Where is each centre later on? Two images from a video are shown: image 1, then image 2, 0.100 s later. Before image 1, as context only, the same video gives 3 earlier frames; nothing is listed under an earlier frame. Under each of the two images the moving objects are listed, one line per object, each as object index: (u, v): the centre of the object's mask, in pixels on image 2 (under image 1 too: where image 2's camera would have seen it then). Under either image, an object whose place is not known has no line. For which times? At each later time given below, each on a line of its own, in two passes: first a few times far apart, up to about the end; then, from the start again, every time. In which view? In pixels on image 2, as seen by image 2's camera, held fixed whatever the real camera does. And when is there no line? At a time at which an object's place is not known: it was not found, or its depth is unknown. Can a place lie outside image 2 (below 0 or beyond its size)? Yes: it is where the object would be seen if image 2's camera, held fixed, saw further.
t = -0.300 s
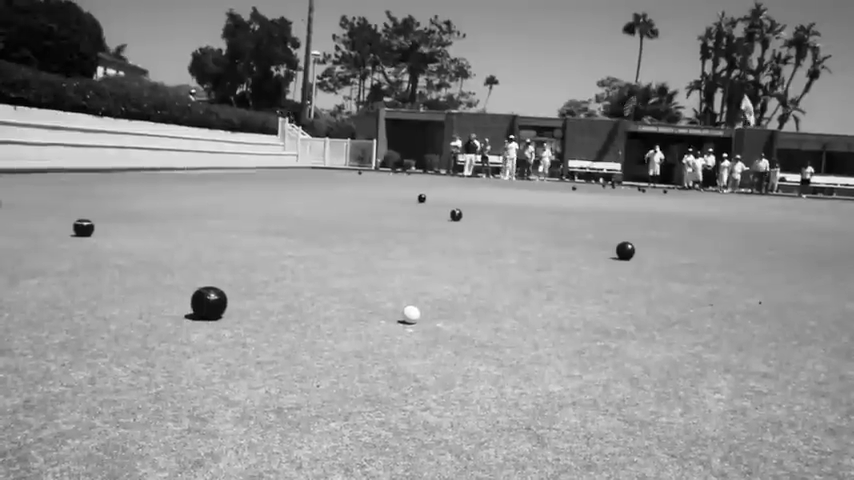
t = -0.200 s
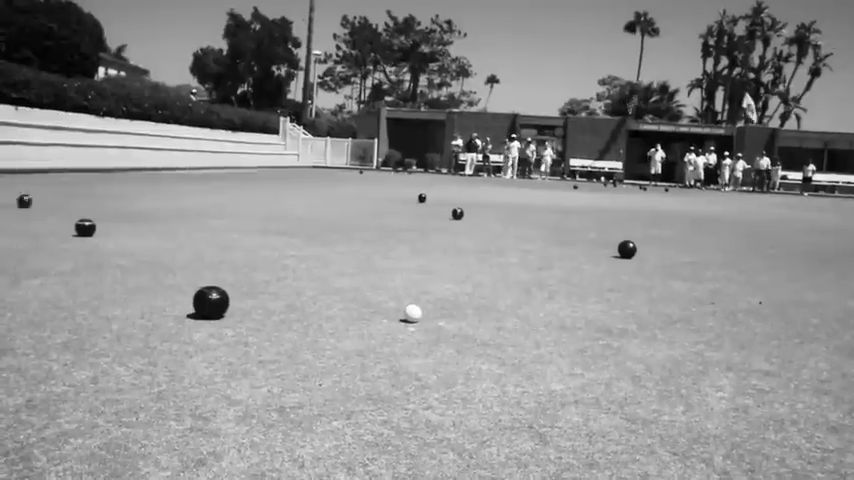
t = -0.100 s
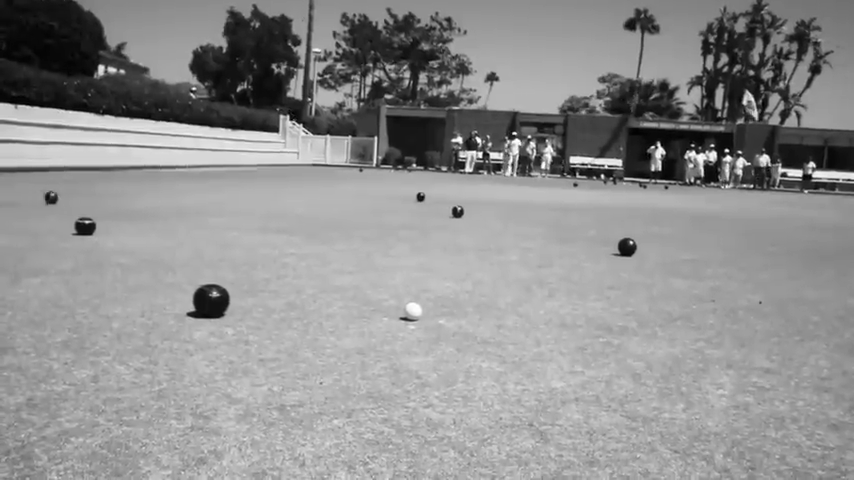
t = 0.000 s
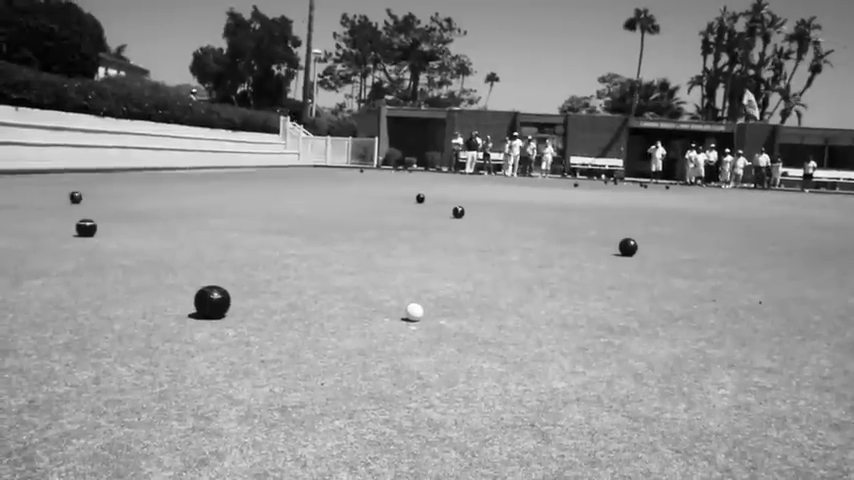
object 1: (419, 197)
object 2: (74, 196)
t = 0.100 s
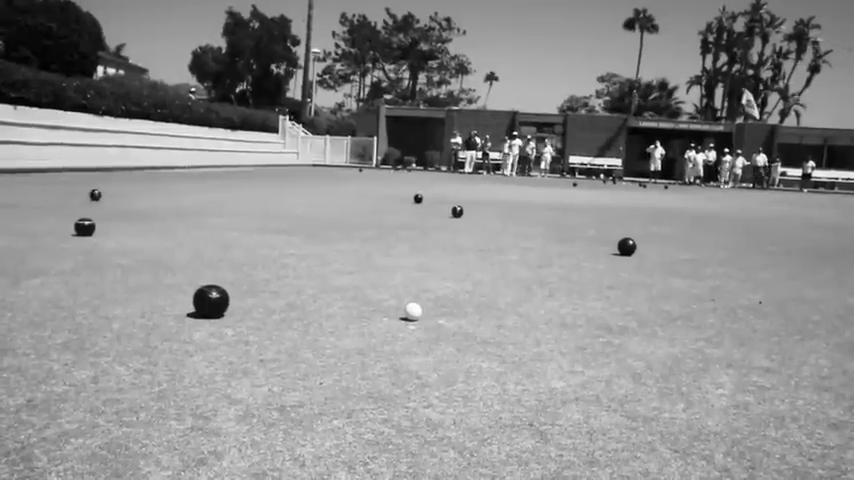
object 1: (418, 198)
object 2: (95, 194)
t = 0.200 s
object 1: (417, 200)
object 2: (114, 193)
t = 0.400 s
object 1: (415, 202)
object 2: (147, 190)
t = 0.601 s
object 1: (413, 204)
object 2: (174, 188)
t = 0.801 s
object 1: (412, 206)
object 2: (198, 186)
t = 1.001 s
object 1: (411, 209)
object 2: (219, 184)
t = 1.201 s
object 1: (410, 212)
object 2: (237, 183)
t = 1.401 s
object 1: (410, 215)
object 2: (253, 182)
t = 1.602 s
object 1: (410, 218)
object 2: (267, 180)
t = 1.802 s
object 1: (410, 222)
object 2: (280, 179)
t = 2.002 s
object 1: (411, 226)
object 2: (291, 179)
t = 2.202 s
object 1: (413, 230)
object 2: (302, 178)
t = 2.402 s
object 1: (415, 235)
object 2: (312, 178)
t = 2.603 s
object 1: (418, 240)
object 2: (321, 177)
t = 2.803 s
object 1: (423, 245)
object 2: (329, 177)
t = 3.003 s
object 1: (428, 251)
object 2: (336, 176)
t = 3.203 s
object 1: (434, 258)
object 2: (343, 176)
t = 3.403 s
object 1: (441, 264)
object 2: (350, 176)
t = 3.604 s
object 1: (449, 271)
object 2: (356, 175)
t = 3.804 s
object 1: (459, 279)
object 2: (362, 175)
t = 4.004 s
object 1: (470, 286)
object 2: (368, 175)
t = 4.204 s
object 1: (484, 295)
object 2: (373, 175)
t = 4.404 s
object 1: (498, 304)
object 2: (378, 174)
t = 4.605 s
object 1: (513, 312)
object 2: (382, 174)
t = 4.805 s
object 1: (530, 322)
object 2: (386, 174)
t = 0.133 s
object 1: (417, 199)
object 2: (101, 194)
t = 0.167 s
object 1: (417, 199)
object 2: (107, 193)
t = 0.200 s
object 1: (417, 200)
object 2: (114, 193)
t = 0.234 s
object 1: (416, 200)
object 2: (120, 193)
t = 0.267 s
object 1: (416, 200)
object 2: (126, 192)
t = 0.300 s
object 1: (416, 200)
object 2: (131, 191)
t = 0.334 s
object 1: (415, 201)
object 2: (137, 191)
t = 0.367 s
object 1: (415, 201)
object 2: (142, 191)
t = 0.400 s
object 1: (415, 202)
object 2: (147, 190)
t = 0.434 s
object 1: (415, 202)
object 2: (152, 190)
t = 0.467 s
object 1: (415, 202)
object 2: (157, 189)
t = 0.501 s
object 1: (414, 202)
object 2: (161, 189)
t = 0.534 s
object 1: (414, 203)
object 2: (166, 189)
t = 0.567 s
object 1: (414, 203)
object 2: (170, 188)
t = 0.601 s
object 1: (413, 204)
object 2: (174, 188)
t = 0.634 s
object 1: (413, 204)
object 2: (179, 188)
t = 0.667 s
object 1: (413, 205)
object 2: (183, 188)
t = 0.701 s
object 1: (413, 205)
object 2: (187, 187)
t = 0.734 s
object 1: (412, 205)
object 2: (191, 186)
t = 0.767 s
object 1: (412, 206)
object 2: (195, 186)
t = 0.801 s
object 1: (412, 206)
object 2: (198, 186)
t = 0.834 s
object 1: (411, 206)
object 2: (202, 186)
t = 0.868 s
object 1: (411, 207)
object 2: (205, 186)
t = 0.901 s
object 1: (411, 208)
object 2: (209, 185)
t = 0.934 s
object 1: (411, 208)
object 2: (212, 184)
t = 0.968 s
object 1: (411, 208)
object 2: (216, 184)
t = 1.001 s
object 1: (411, 209)
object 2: (219, 184)
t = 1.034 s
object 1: (410, 209)
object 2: (222, 184)
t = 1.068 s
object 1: (410, 210)
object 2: (225, 184)
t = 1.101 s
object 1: (410, 210)
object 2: (228, 183)
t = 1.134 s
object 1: (410, 211)
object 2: (231, 183)
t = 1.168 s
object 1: (410, 211)
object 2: (234, 183)
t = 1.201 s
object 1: (410, 212)
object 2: (237, 183)
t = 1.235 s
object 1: (410, 212)
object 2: (240, 182)
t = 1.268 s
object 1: (410, 213)
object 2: (242, 182)
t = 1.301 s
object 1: (410, 213)
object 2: (245, 182)
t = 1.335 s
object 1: (410, 214)
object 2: (248, 182)
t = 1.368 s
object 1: (410, 214)
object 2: (251, 182)
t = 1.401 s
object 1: (410, 215)
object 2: (253, 182)
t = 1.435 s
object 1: (410, 216)
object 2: (255, 181)
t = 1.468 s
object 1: (410, 216)
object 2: (257, 181)
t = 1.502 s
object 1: (410, 216)
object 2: (260, 181)
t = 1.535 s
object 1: (410, 217)
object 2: (262, 181)
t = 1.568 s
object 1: (410, 218)
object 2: (265, 181)
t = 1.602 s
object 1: (410, 218)
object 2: (267, 180)
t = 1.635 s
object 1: (410, 219)
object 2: (269, 180)
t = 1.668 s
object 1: (410, 219)
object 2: (271, 180)
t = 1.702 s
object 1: (410, 220)
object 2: (274, 180)
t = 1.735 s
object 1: (410, 221)
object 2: (276, 180)
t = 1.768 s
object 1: (410, 221)
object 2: (278, 180)
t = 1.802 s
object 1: (410, 222)
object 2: (280, 179)
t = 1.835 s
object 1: (410, 223)
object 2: (282, 180)
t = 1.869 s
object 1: (411, 223)
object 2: (284, 179)
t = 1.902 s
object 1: (411, 224)
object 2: (286, 179)
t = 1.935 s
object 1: (411, 224)
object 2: (287, 179)
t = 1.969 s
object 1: (411, 225)
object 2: (289, 179)
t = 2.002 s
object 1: (411, 226)
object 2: (291, 179)
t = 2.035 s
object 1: (412, 227)
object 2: (293, 179)
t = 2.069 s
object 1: (412, 227)
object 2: (295, 179)
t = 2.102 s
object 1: (412, 228)
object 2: (297, 179)
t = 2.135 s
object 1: (412, 229)
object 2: (299, 179)
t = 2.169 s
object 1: (412, 230)
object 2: (300, 178)
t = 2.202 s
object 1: (413, 230)
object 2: (302, 178)
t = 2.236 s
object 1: (413, 231)
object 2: (304, 178)
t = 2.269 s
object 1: (414, 232)
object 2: (305, 178)
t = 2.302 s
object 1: (414, 233)
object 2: (307, 179)
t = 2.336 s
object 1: (414, 233)
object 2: (308, 178)
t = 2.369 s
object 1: (415, 234)
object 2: (310, 178)
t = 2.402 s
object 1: (415, 235)
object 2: (312, 178)
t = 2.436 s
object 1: (416, 236)
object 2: (313, 178)
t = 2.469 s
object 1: (416, 237)
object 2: (315, 178)
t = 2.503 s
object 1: (417, 237)
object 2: (317, 177)
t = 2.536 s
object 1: (417, 238)
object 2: (318, 177)
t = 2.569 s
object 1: (418, 239)
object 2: (319, 177)
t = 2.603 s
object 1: (418, 240)
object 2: (321, 177)
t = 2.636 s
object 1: (419, 241)
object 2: (322, 177)
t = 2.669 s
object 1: (420, 242)
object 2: (323, 177)
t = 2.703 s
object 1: (420, 243)
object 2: (325, 177)
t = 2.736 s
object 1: (421, 243)
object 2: (326, 177)
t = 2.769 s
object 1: (422, 244)
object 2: (328, 177)
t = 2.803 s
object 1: (423, 245)
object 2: (329, 177)
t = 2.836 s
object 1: (423, 246)
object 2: (330, 177)
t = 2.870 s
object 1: (424, 247)
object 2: (332, 177)
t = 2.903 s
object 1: (425, 248)
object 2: (333, 177)
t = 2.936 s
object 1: (426, 249)
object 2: (334, 176)
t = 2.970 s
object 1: (427, 250)
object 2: (335, 176)
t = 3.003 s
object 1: (428, 251)
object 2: (336, 176)
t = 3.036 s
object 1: (429, 252)
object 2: (338, 176)
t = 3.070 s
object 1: (430, 253)
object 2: (339, 176)
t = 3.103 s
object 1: (431, 254)
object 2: (340, 176)
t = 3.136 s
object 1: (432, 255)
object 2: (341, 176)
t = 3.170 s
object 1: (433, 256)
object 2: (343, 176)
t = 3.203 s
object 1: (434, 258)
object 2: (343, 176)
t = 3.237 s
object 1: (435, 258)
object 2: (345, 176)
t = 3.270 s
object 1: (436, 259)
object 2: (346, 176)
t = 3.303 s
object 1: (437, 260)
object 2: (347, 176)
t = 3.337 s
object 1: (439, 261)
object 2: (348, 176)
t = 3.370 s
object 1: (440, 263)
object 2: (349, 176)
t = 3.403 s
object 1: (441, 264)
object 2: (350, 176)
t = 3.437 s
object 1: (442, 265)
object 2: (351, 176)
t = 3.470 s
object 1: (443, 266)
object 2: (352, 176)
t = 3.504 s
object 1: (445, 267)
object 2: (353, 176)
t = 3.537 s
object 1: (446, 269)
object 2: (354, 176)
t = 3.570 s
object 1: (448, 270)
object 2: (355, 176)
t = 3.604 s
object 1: (449, 271)
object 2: (356, 175)
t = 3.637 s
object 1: (451, 272)
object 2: (357, 176)
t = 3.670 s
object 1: (452, 273)
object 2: (358, 175)
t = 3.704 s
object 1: (454, 275)
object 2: (359, 175)
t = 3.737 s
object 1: (456, 276)
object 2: (360, 175)
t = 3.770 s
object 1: (458, 277)
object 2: (361, 175)
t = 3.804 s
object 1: (459, 279)
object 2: (362, 175)
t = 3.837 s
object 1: (461, 280)
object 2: (363, 175)
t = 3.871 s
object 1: (463, 281)
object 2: (364, 175)
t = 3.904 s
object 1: (465, 283)
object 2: (365, 175)
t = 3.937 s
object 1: (467, 284)
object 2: (366, 175)
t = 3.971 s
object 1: (468, 285)
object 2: (367, 175)
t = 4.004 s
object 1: (470, 286)
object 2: (368, 175)
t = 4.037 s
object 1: (473, 288)
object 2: (369, 175)
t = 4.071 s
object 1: (475, 289)
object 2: (370, 175)
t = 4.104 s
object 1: (477, 291)
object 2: (370, 174)
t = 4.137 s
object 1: (479, 292)
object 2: (371, 174)
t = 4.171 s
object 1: (482, 293)
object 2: (371, 175)
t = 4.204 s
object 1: (484, 295)
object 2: (373, 175)
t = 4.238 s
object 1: (486, 296)
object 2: (374, 175)
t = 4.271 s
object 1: (488, 298)
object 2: (375, 175)
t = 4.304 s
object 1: (491, 299)
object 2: (376, 175)
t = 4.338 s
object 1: (493, 301)
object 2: (377, 174)
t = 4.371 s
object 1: (495, 302)
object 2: (378, 174)
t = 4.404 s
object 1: (498, 304)
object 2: (378, 174)
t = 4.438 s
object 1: (500, 305)
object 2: (379, 174)
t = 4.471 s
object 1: (503, 307)
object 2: (379, 174)
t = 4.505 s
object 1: (505, 308)
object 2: (380, 174)
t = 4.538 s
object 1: (508, 309)
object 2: (381, 174)
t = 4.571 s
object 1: (510, 311)
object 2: (381, 174)
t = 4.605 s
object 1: (513, 312)
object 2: (382, 174)
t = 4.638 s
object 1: (516, 314)
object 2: (383, 174)
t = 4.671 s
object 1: (519, 315)
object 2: (383, 174)
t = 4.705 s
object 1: (521, 317)
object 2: (384, 174)
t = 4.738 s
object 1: (524, 319)
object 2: (385, 174)
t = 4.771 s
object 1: (527, 320)
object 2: (386, 174)
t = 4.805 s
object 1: (530, 322)
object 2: (386, 174)
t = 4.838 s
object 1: (534, 323)
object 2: (387, 173)
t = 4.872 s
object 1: (537, 325)
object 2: (388, 173)
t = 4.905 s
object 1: (540, 326)
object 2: (388, 173)
